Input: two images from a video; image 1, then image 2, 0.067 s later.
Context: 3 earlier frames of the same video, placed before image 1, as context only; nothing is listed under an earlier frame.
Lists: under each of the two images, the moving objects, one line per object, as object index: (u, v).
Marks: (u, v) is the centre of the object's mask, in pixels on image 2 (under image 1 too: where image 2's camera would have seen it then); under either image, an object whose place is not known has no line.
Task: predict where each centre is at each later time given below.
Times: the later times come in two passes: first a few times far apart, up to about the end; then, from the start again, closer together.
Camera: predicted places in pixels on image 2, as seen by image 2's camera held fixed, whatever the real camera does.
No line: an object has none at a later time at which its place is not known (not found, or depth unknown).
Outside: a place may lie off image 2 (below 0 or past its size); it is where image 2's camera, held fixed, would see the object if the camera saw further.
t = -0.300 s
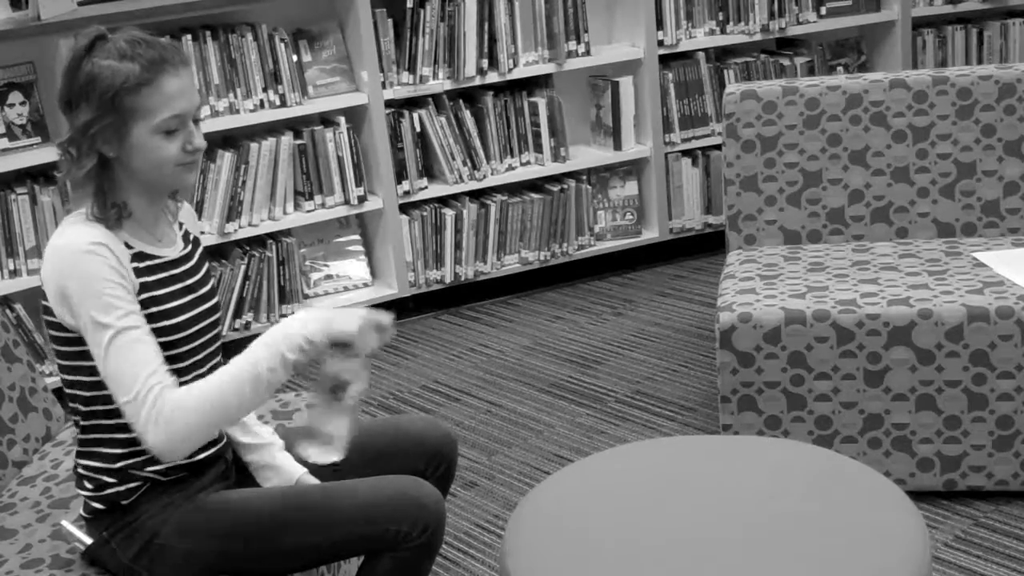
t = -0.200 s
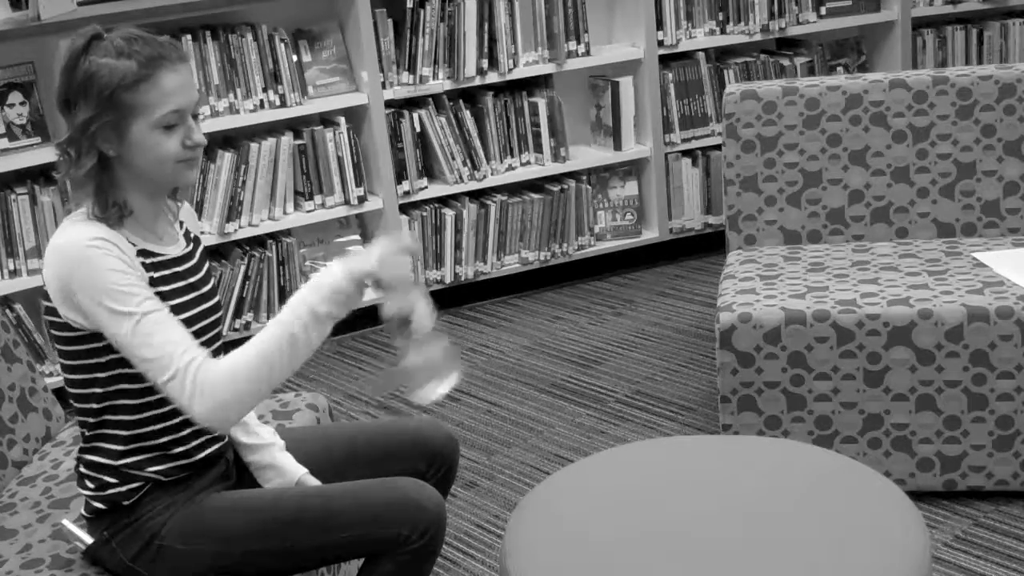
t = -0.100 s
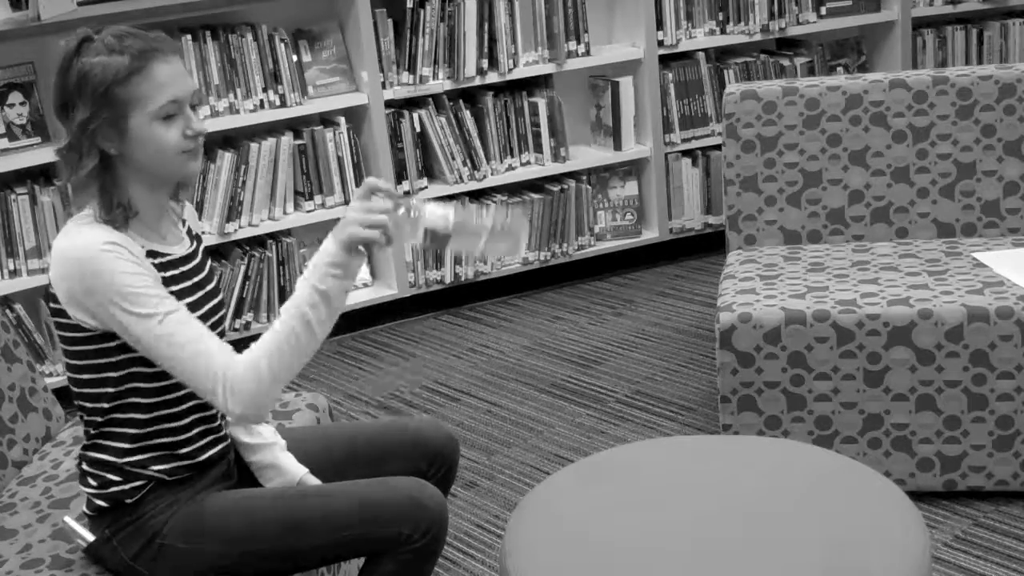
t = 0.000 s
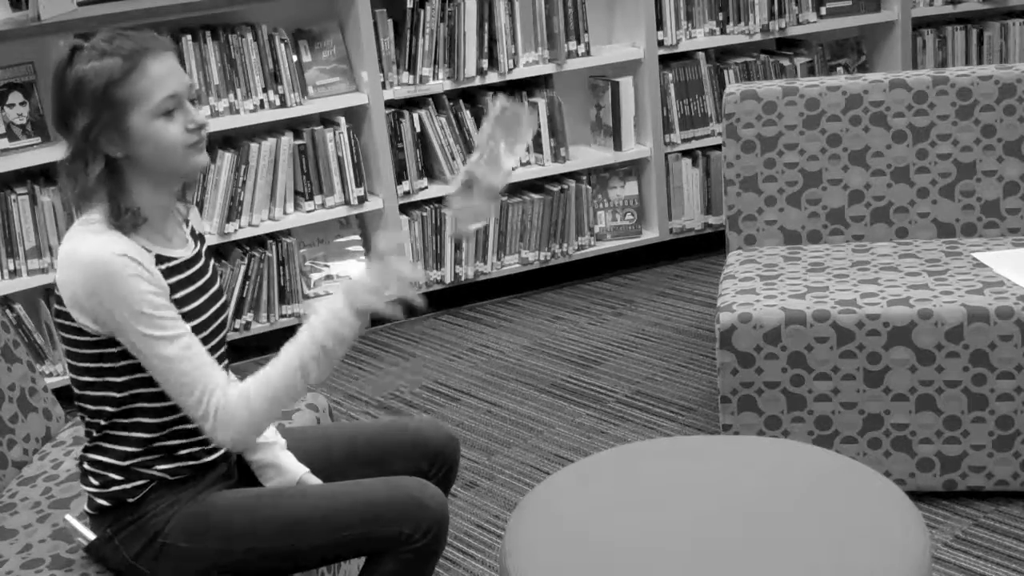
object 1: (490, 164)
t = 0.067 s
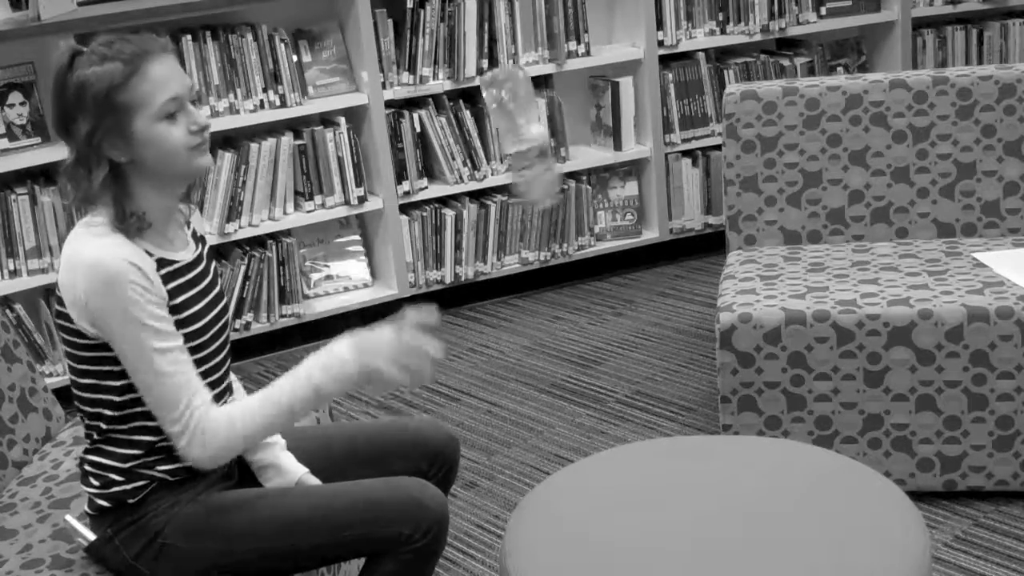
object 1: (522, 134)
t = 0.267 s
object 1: (571, 204)
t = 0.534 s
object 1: (659, 485)
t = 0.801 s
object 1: (724, 503)
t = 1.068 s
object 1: (738, 511)
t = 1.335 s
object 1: (746, 517)
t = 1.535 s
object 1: (749, 518)
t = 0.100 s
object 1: (534, 124)
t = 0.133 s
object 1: (545, 122)
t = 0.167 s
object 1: (551, 127)
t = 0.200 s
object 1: (563, 146)
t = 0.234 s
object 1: (567, 172)
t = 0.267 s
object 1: (571, 204)
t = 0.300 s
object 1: (577, 250)
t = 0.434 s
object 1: (616, 487)
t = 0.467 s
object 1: (638, 502)
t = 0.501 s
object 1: (646, 493)
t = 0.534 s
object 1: (659, 485)
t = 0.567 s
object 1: (672, 483)
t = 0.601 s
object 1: (685, 486)
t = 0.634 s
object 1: (696, 493)
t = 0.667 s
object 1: (708, 498)
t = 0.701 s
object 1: (713, 500)
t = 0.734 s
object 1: (717, 501)
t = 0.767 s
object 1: (721, 502)
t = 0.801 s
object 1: (724, 503)
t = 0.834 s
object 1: (726, 504)
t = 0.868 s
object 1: (728, 505)
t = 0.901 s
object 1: (731, 507)
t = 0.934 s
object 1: (734, 508)
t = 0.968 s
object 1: (735, 509)
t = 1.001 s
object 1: (736, 510)
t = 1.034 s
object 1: (737, 511)
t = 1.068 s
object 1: (738, 511)
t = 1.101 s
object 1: (740, 512)
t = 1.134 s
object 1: (741, 513)
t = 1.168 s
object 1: (742, 515)
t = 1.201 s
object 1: (743, 515)
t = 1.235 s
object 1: (744, 515)
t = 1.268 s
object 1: (744, 515)
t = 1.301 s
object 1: (745, 516)
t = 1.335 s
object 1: (746, 517)
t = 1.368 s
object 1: (747, 518)
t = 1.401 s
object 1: (748, 518)
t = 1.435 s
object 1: (749, 518)
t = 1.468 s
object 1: (748, 517)
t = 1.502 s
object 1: (748, 518)
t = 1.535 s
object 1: (749, 518)
